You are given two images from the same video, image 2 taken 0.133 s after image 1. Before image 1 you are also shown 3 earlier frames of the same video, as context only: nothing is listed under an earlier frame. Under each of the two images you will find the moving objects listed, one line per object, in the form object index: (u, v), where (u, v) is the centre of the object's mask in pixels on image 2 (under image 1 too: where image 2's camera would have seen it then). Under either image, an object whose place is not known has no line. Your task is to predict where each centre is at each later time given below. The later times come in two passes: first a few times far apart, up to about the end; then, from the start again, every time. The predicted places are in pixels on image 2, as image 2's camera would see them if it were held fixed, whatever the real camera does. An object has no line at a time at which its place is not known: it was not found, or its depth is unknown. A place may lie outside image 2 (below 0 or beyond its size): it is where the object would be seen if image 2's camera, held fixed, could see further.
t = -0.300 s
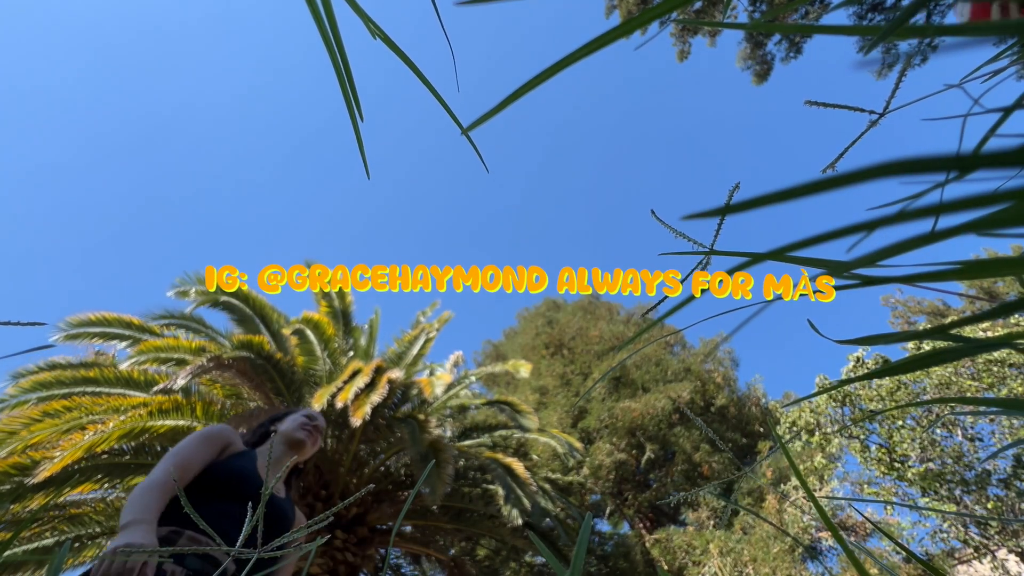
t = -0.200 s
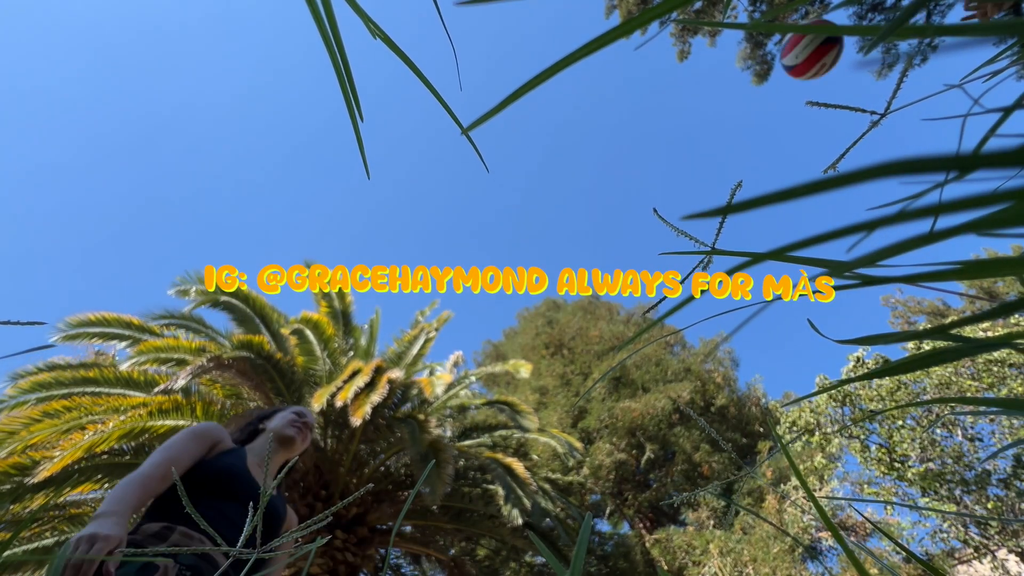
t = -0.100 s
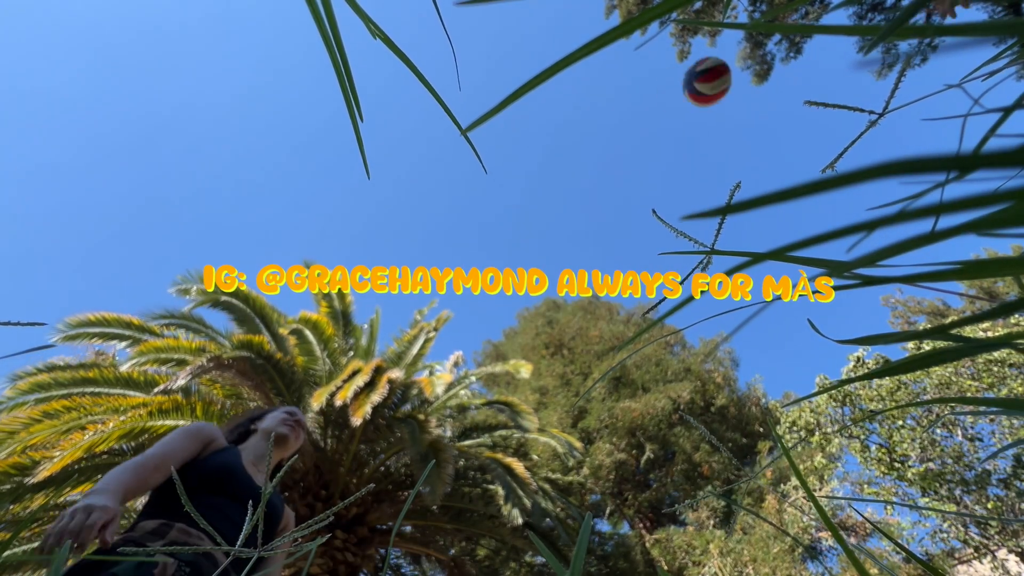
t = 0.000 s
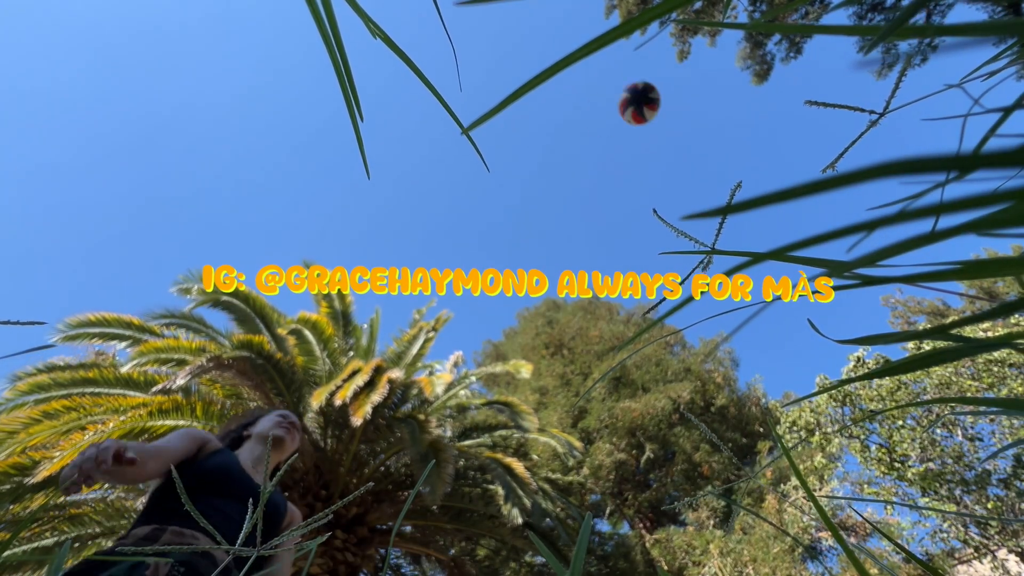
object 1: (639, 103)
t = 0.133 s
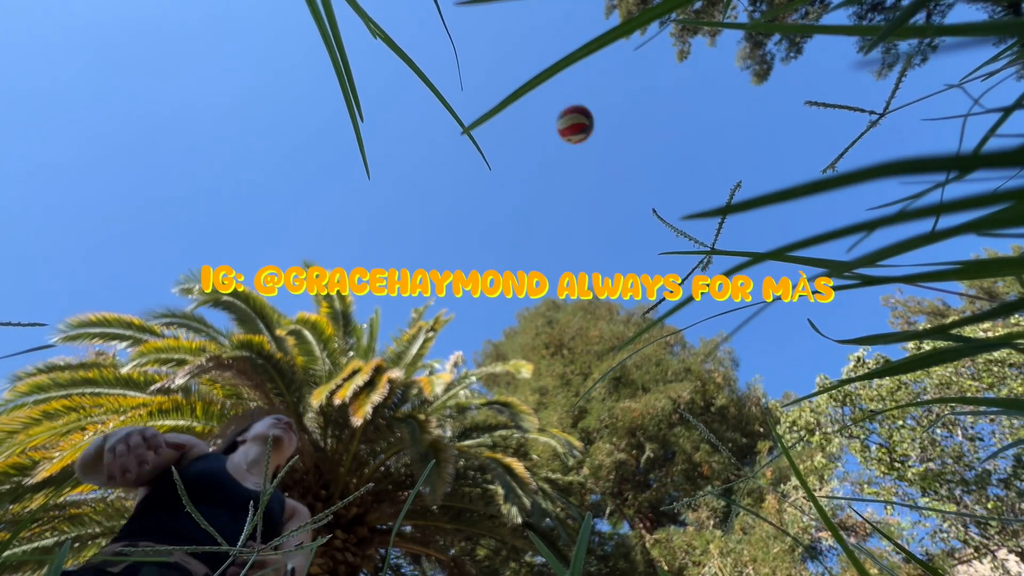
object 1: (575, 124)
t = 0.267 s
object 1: (525, 141)
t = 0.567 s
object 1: (406, 180)
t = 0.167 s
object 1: (562, 128)
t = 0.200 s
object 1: (549, 133)
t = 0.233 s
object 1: (537, 137)
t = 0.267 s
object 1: (525, 141)
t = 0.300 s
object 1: (513, 145)
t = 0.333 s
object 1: (501, 149)
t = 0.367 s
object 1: (490, 153)
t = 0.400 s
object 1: (477, 157)
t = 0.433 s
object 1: (464, 162)
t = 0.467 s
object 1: (451, 166)
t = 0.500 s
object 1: (437, 170)
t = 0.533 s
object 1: (422, 175)
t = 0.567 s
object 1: (406, 180)
